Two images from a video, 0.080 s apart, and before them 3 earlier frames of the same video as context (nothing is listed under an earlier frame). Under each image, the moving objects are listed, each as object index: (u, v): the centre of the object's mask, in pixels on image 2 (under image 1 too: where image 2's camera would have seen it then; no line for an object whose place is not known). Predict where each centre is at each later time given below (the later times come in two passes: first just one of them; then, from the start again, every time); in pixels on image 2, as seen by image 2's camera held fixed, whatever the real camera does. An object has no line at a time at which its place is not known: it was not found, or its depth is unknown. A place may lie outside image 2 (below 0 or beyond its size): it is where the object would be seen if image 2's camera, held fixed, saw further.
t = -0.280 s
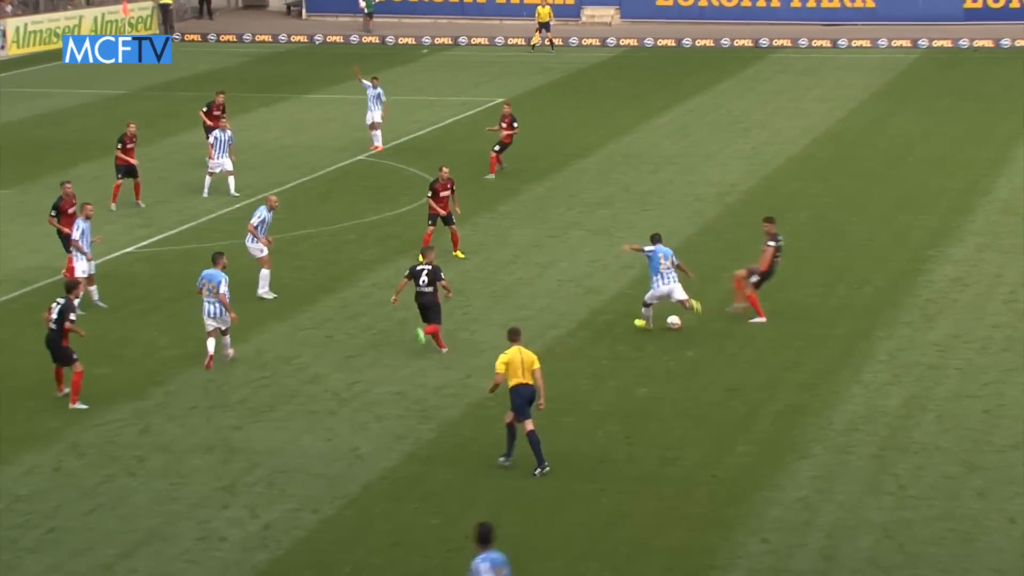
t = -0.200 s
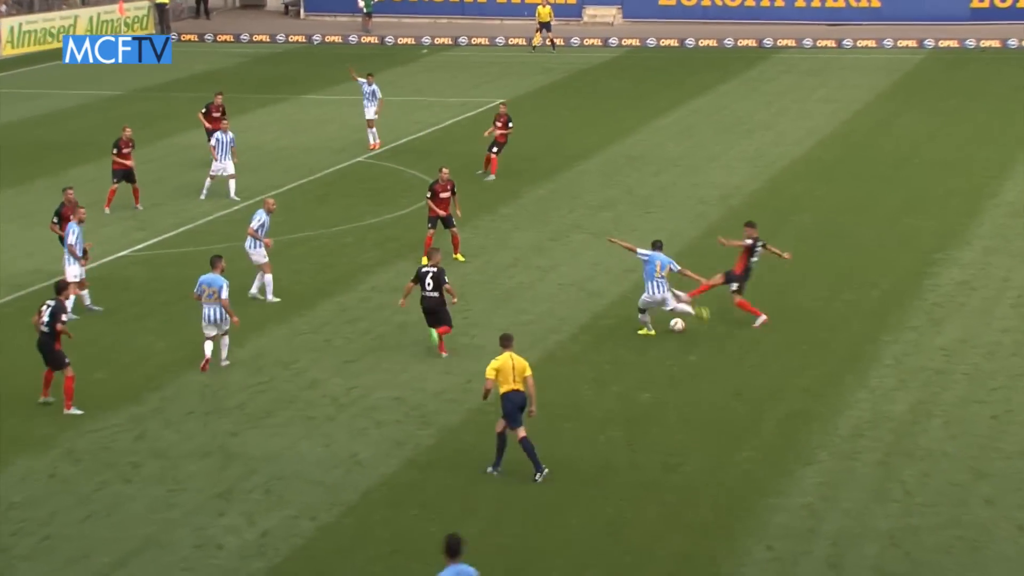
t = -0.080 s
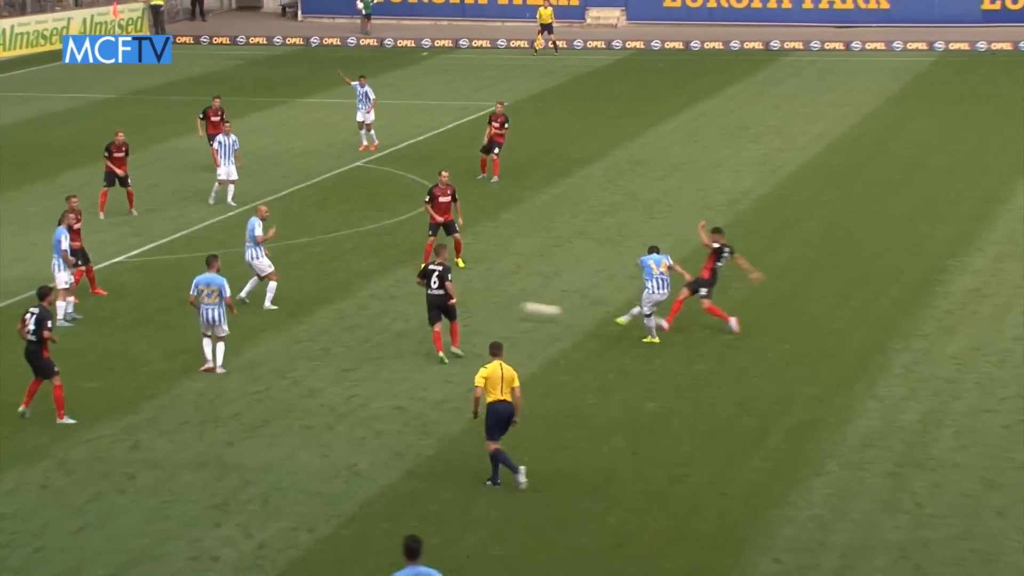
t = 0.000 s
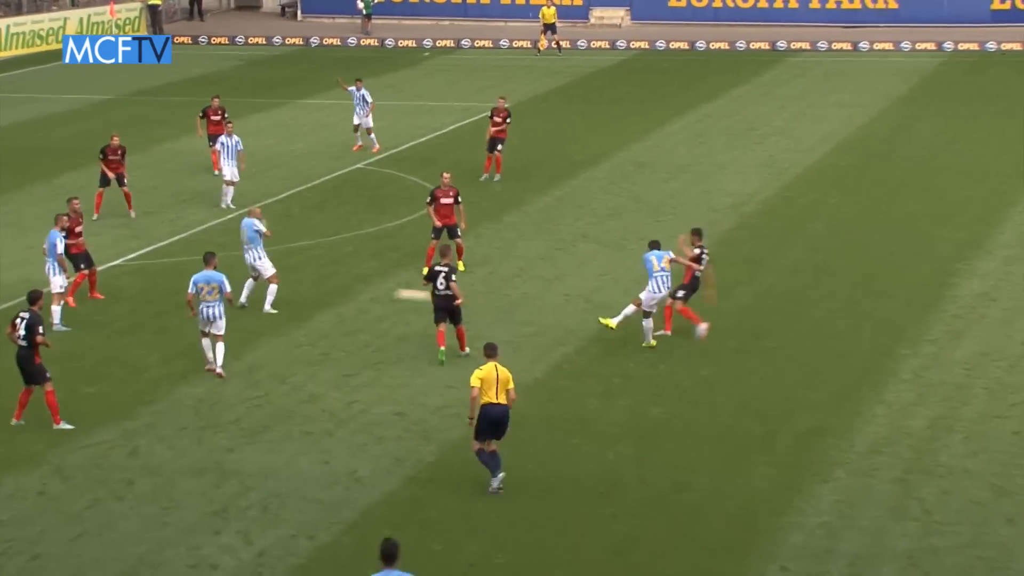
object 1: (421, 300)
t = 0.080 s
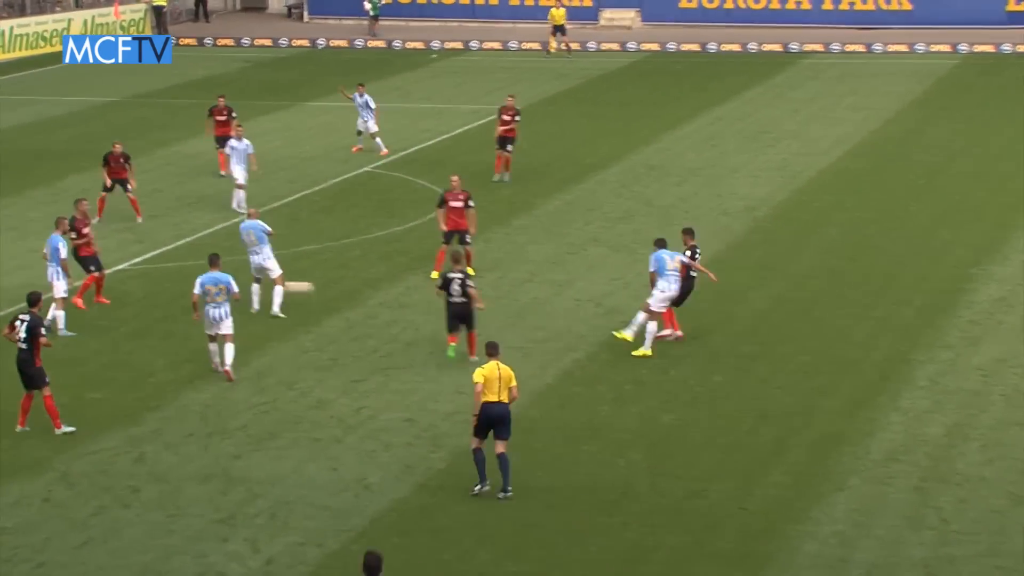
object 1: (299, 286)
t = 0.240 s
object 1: (72, 275)
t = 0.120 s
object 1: (241, 282)
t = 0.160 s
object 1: (180, 279)
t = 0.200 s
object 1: (124, 277)
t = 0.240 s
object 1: (72, 275)
